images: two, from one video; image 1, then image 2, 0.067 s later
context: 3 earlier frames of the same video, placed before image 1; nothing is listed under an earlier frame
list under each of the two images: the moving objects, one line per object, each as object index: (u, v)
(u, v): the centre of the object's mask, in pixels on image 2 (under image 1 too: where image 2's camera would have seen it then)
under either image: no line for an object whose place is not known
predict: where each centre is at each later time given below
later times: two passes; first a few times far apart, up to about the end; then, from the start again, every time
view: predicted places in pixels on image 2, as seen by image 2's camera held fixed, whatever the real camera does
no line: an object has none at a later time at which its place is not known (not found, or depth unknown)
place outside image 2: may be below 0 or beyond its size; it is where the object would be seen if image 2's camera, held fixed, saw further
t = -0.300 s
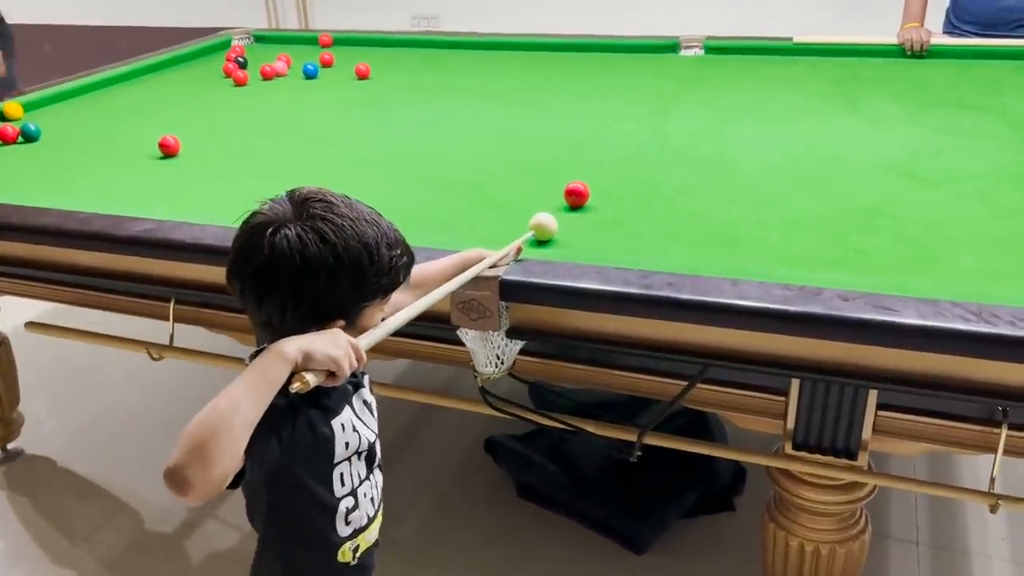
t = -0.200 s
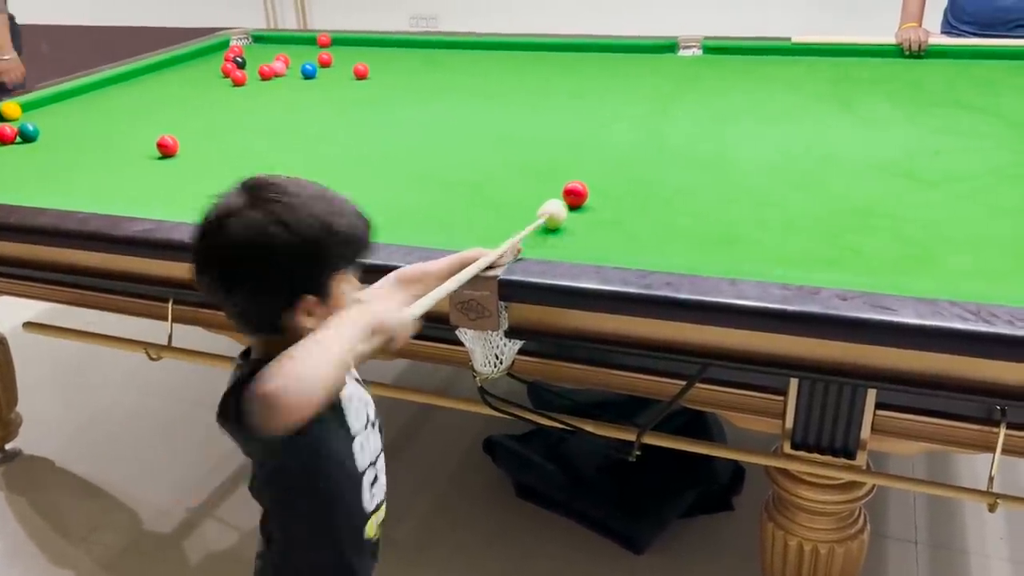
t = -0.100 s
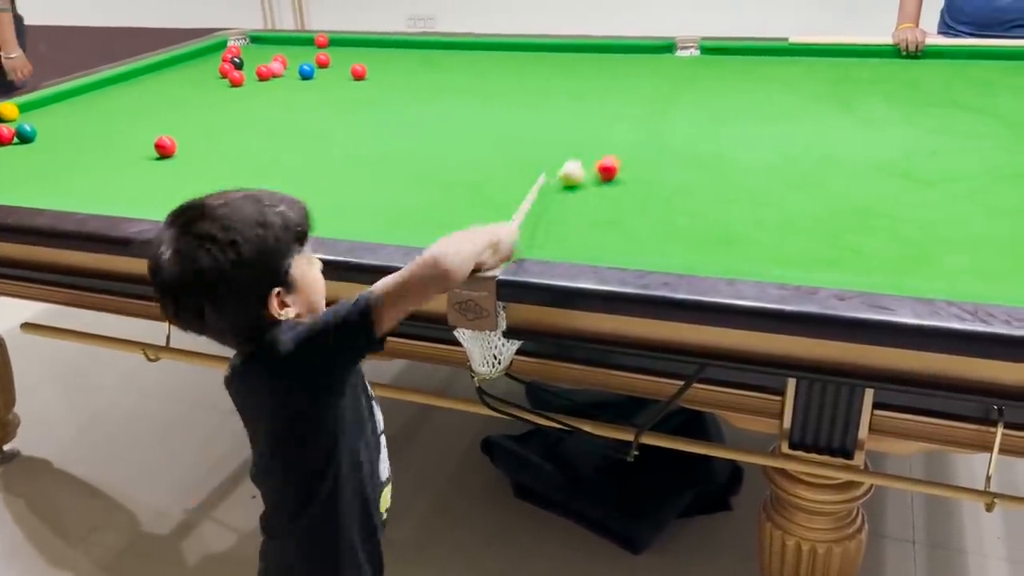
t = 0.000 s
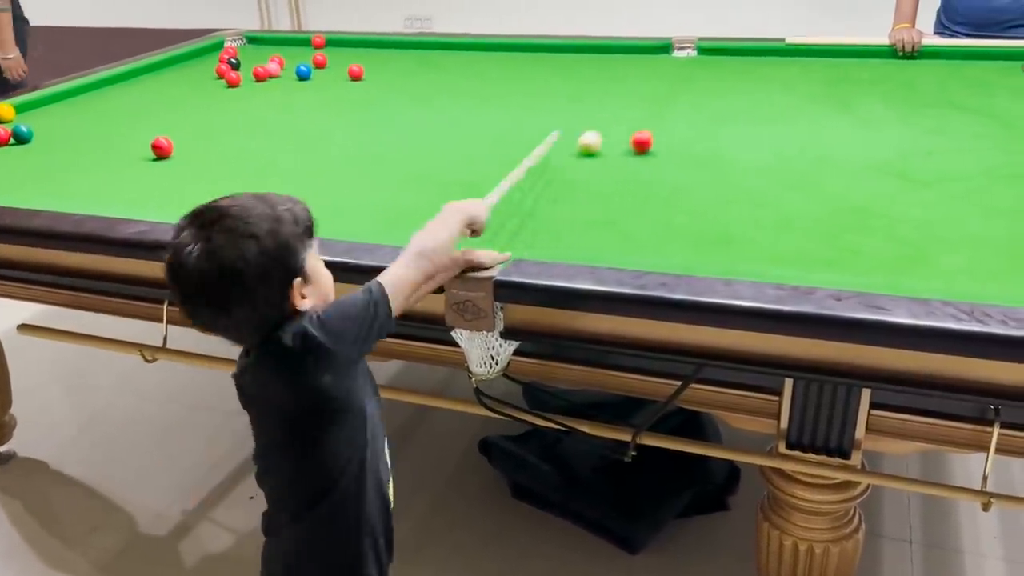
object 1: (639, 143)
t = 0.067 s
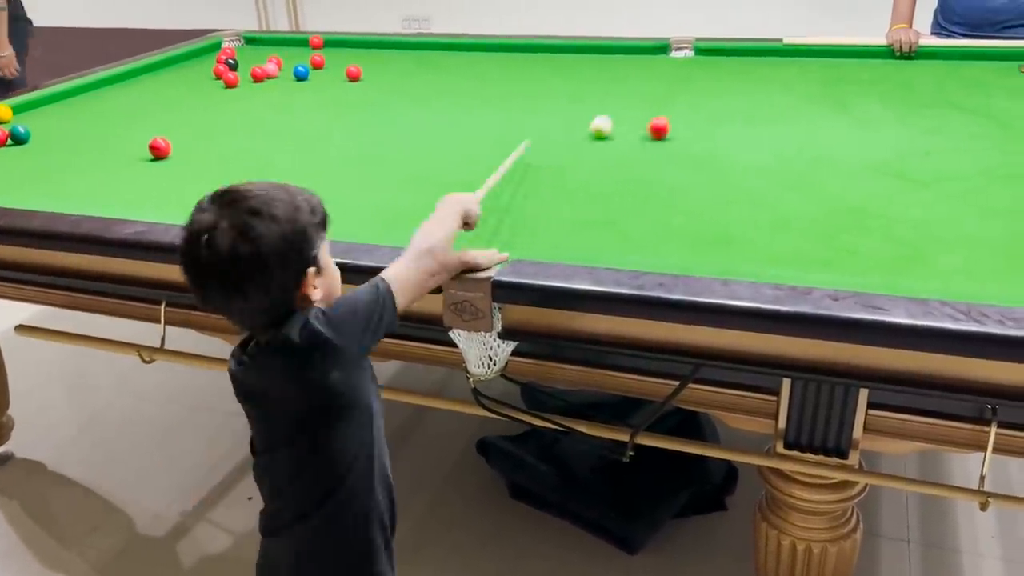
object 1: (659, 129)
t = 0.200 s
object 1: (690, 106)
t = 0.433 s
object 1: (733, 73)
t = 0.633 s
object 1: (761, 52)
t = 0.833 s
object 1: (764, 70)
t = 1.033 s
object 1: (768, 89)
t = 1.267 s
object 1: (773, 115)
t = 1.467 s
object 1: (778, 142)
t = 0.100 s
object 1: (667, 123)
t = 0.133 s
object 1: (675, 117)
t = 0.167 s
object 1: (683, 111)
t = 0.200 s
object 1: (690, 106)
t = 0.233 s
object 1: (697, 100)
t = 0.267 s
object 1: (704, 95)
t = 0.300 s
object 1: (710, 90)
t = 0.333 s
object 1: (716, 86)
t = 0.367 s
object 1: (722, 81)
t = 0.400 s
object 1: (728, 77)
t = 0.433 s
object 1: (733, 73)
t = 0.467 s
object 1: (739, 68)
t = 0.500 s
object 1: (744, 64)
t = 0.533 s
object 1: (749, 61)
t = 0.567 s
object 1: (753, 57)
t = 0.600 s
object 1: (758, 54)
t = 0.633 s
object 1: (761, 52)
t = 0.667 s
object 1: (762, 55)
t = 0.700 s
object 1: (762, 58)
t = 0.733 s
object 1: (763, 61)
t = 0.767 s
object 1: (763, 64)
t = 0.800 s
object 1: (763, 67)
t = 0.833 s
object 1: (764, 70)
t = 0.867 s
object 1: (764, 73)
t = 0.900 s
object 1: (765, 76)
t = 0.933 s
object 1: (766, 79)
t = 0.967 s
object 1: (766, 82)
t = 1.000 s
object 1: (767, 86)
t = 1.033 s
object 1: (768, 89)
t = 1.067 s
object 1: (769, 93)
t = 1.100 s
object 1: (769, 96)
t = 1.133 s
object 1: (770, 100)
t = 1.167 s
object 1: (771, 104)
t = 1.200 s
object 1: (771, 107)
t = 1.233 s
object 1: (772, 111)
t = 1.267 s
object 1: (773, 115)
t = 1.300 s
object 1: (774, 119)
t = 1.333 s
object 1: (775, 123)
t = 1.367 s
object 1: (775, 128)
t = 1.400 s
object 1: (777, 132)
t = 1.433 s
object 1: (777, 137)
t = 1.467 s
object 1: (778, 142)
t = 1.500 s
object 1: (779, 147)
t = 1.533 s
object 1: (780, 151)
